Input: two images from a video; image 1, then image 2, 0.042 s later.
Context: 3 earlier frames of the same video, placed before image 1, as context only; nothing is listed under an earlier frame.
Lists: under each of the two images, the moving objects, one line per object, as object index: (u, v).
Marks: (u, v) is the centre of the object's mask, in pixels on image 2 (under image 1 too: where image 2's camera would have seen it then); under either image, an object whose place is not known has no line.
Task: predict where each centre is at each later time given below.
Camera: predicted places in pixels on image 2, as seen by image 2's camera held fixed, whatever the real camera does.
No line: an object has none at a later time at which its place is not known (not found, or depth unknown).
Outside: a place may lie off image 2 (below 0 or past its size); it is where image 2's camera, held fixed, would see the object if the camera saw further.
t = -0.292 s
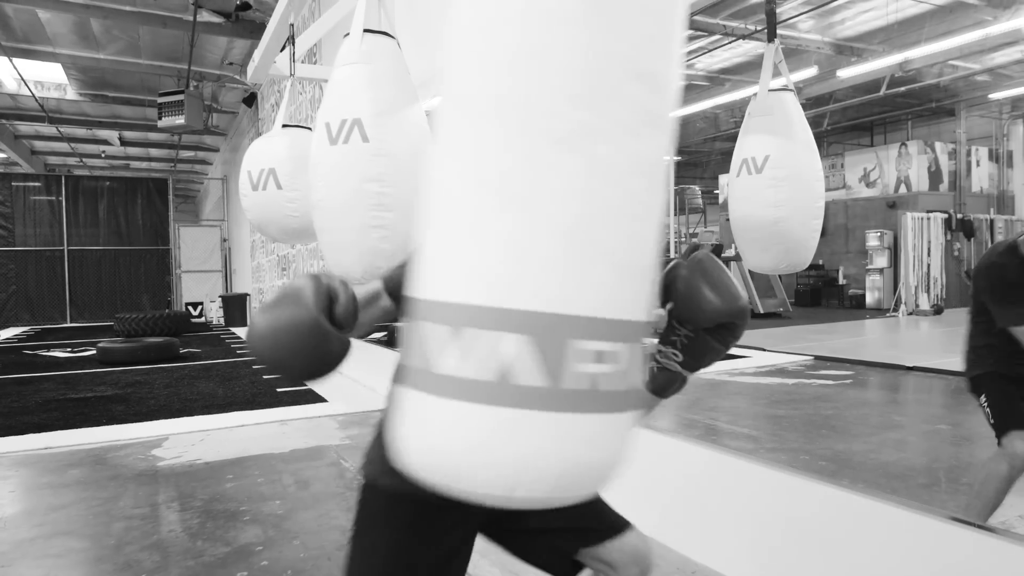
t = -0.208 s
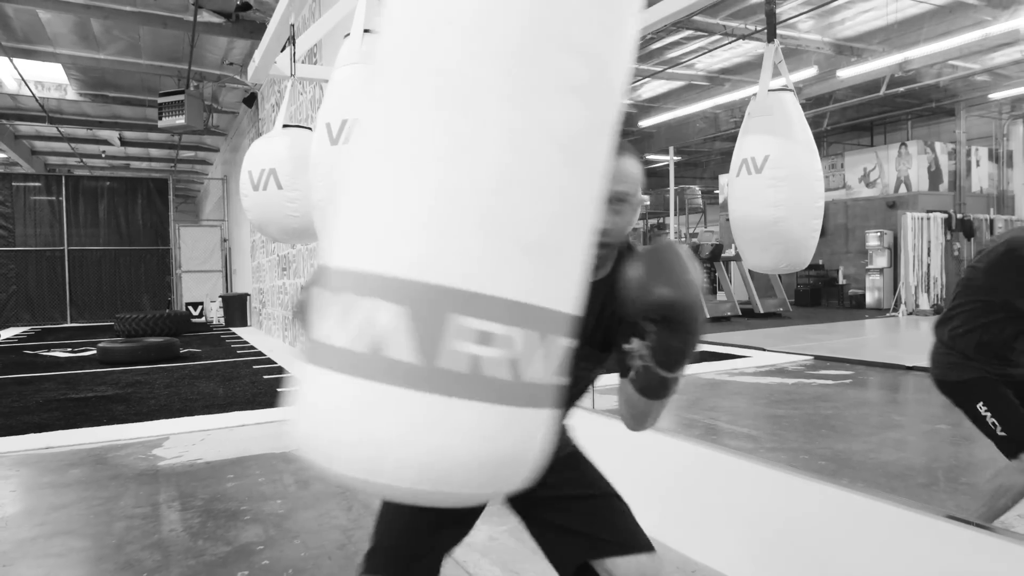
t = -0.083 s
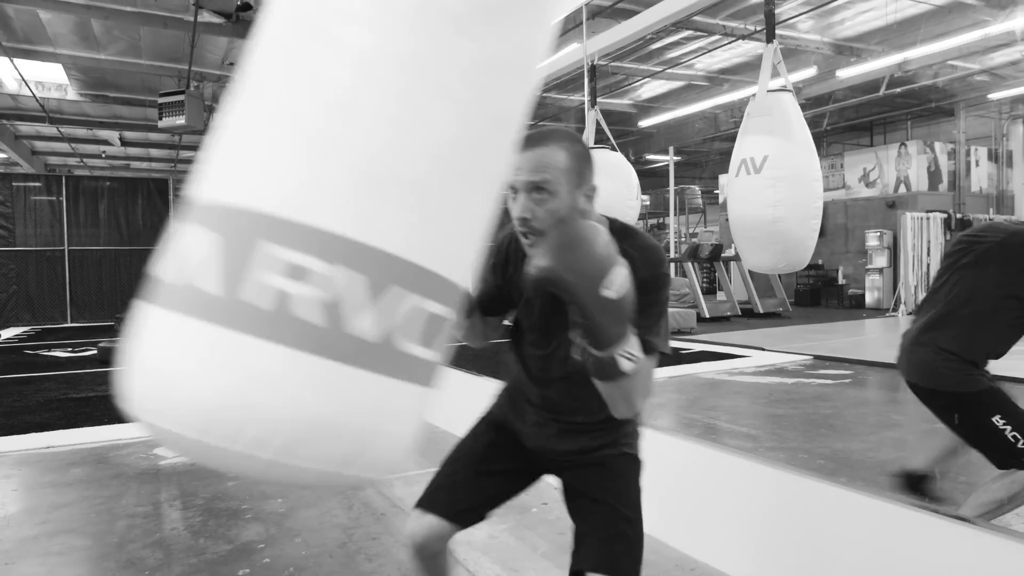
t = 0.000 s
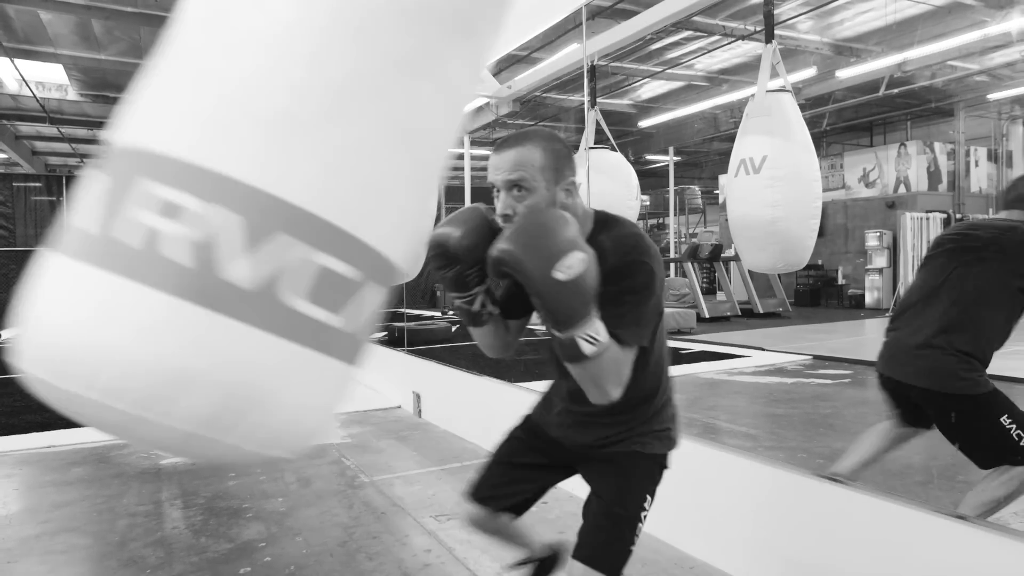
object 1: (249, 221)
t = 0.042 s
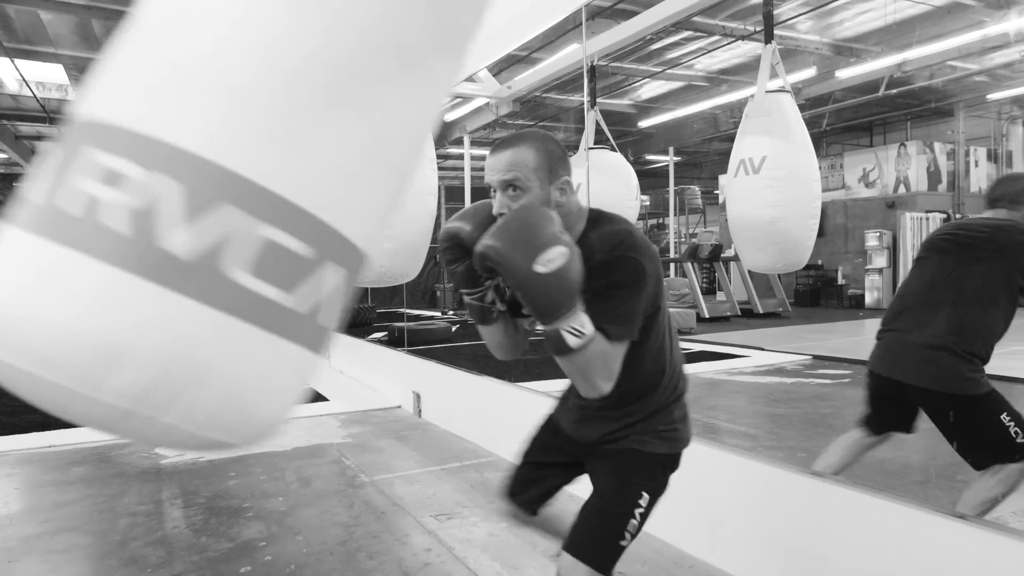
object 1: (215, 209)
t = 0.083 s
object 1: (193, 196)
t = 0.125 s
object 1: (174, 186)
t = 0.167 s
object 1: (159, 179)
